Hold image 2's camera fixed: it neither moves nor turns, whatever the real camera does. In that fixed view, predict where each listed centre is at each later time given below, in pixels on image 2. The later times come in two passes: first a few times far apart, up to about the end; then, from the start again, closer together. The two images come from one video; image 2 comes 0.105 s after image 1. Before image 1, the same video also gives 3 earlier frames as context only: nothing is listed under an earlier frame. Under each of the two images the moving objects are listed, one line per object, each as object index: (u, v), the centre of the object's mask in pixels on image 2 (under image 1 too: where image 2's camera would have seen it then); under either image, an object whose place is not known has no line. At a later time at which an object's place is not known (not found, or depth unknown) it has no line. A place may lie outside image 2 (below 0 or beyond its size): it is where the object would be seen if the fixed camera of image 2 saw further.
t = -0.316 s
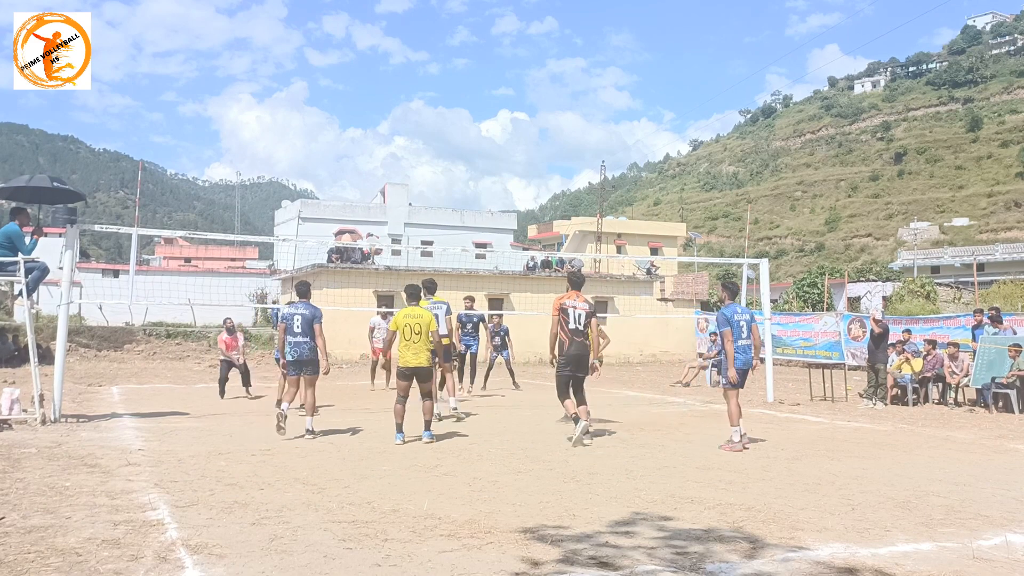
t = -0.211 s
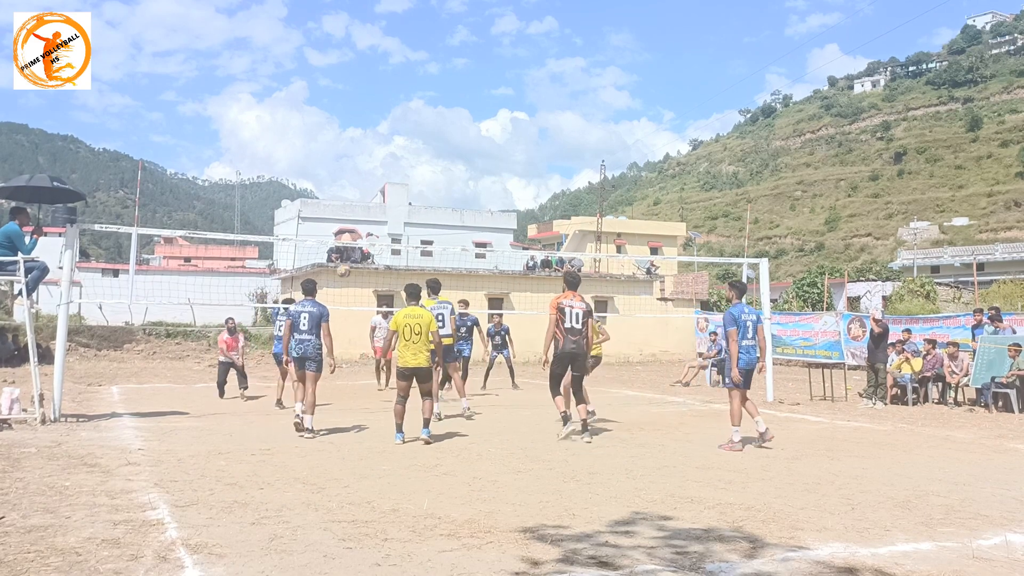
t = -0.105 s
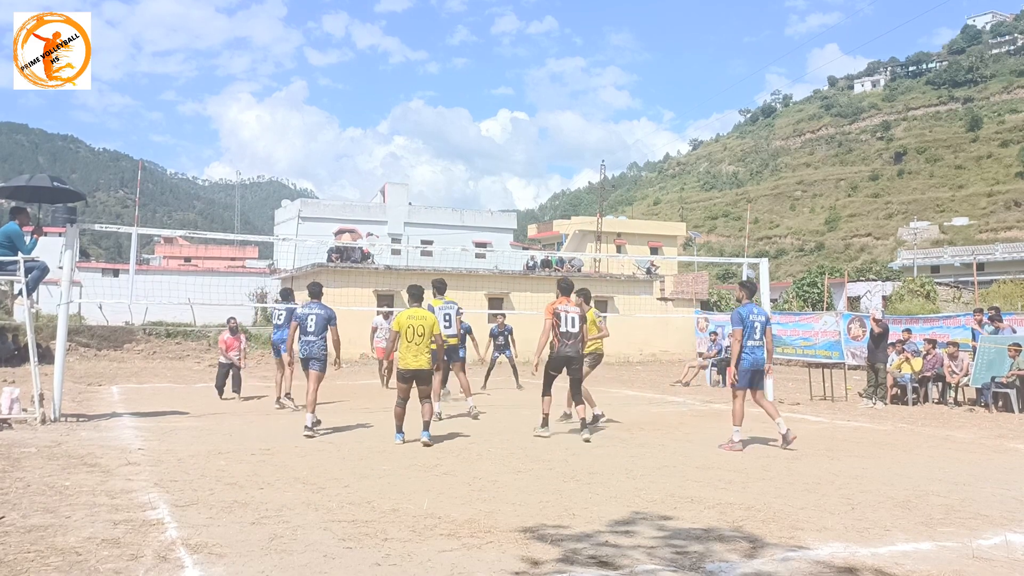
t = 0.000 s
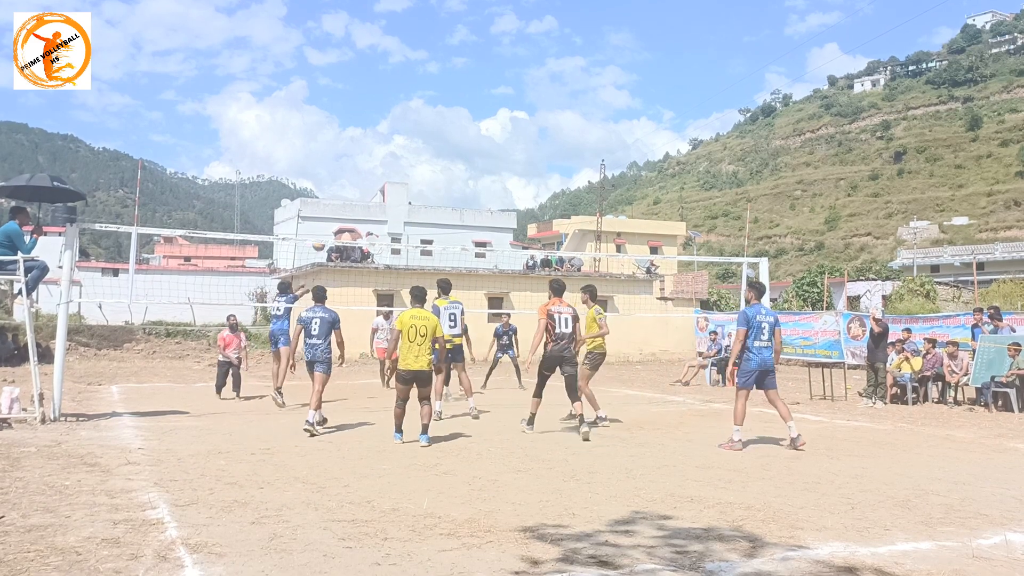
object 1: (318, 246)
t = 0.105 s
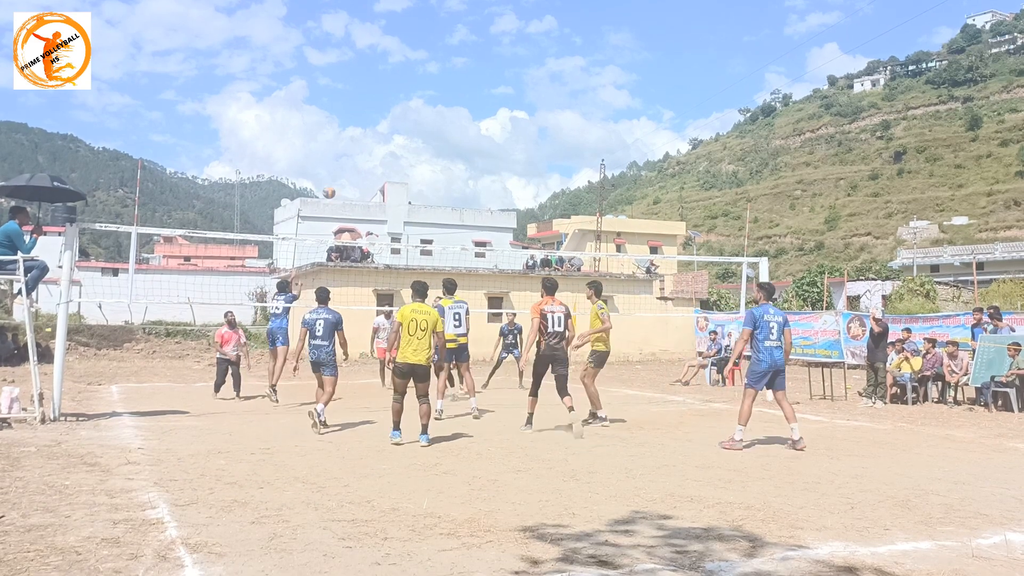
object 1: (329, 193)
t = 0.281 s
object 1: (345, 115)
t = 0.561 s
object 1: (369, 41)
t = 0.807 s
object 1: (389, 16)
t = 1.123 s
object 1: (412, 36)
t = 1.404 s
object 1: (430, 102)
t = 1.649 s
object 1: (444, 188)
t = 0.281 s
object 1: (345, 115)
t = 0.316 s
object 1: (348, 104)
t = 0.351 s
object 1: (351, 93)
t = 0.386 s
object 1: (354, 83)
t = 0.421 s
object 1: (357, 74)
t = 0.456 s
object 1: (360, 65)
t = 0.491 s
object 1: (363, 57)
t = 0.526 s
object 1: (366, 50)
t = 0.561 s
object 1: (369, 41)
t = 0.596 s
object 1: (372, 35)
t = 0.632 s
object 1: (375, 30)
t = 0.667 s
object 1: (377, 26)
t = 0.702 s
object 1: (380, 23)
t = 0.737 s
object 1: (383, 20)
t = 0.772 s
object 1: (385, 18)
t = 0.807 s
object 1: (389, 16)
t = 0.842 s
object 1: (392, 16)
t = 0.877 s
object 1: (394, 15)
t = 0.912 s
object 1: (396, 16)
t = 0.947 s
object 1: (399, 18)
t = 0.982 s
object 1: (402, 19)
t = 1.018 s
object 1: (404, 22)
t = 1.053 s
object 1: (408, 27)
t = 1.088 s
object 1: (410, 31)
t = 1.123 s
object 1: (412, 36)
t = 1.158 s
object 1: (415, 42)
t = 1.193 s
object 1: (417, 48)
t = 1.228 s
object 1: (419, 54)
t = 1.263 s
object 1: (421, 62)
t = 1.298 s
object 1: (423, 70)
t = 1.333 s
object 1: (426, 79)
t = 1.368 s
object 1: (428, 88)
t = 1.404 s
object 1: (430, 102)
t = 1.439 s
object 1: (433, 113)
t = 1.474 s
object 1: (435, 124)
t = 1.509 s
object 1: (437, 136)
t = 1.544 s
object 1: (439, 148)
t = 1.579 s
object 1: (440, 161)
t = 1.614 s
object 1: (442, 174)
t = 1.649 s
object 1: (444, 188)
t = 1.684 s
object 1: (446, 202)
